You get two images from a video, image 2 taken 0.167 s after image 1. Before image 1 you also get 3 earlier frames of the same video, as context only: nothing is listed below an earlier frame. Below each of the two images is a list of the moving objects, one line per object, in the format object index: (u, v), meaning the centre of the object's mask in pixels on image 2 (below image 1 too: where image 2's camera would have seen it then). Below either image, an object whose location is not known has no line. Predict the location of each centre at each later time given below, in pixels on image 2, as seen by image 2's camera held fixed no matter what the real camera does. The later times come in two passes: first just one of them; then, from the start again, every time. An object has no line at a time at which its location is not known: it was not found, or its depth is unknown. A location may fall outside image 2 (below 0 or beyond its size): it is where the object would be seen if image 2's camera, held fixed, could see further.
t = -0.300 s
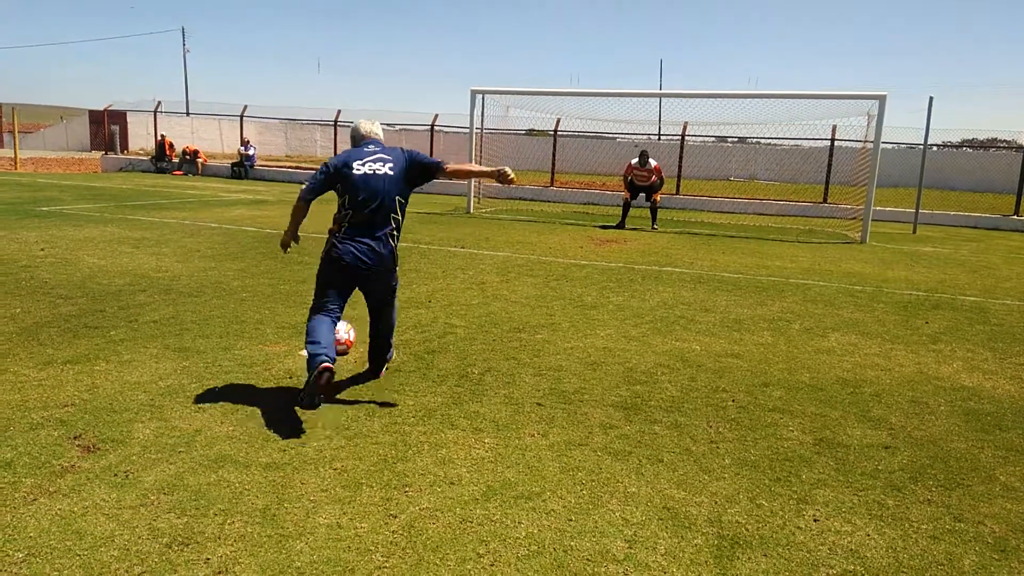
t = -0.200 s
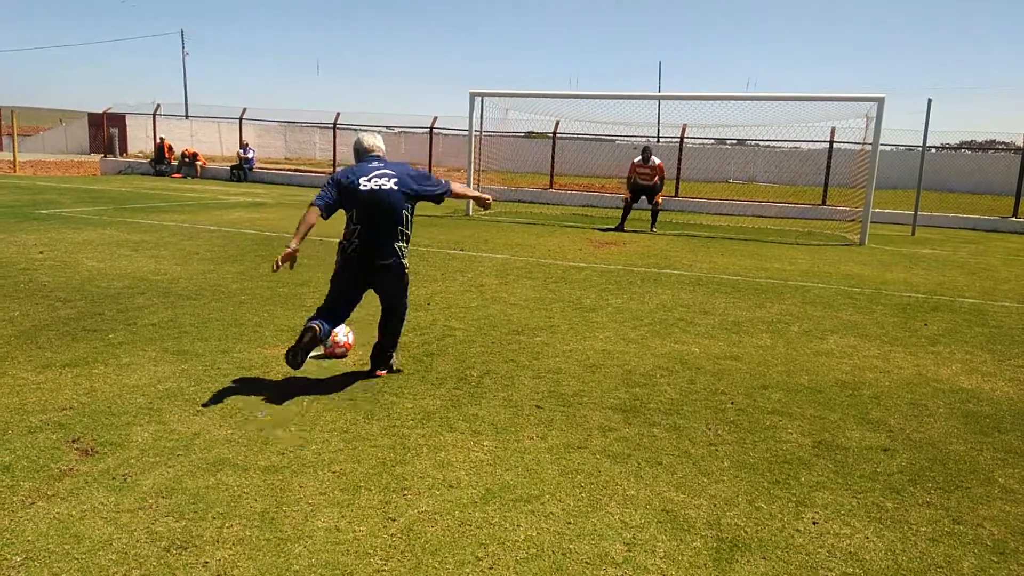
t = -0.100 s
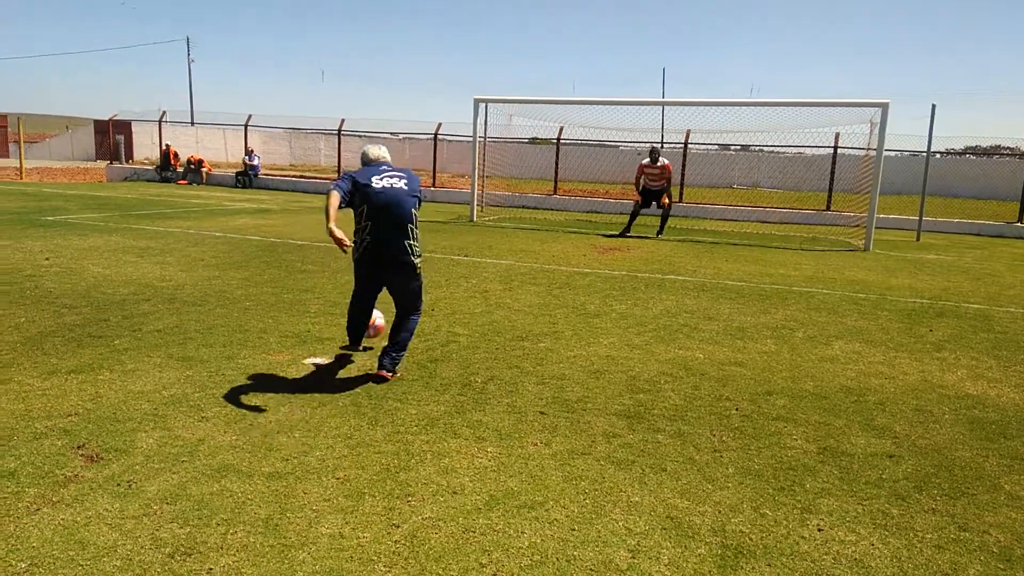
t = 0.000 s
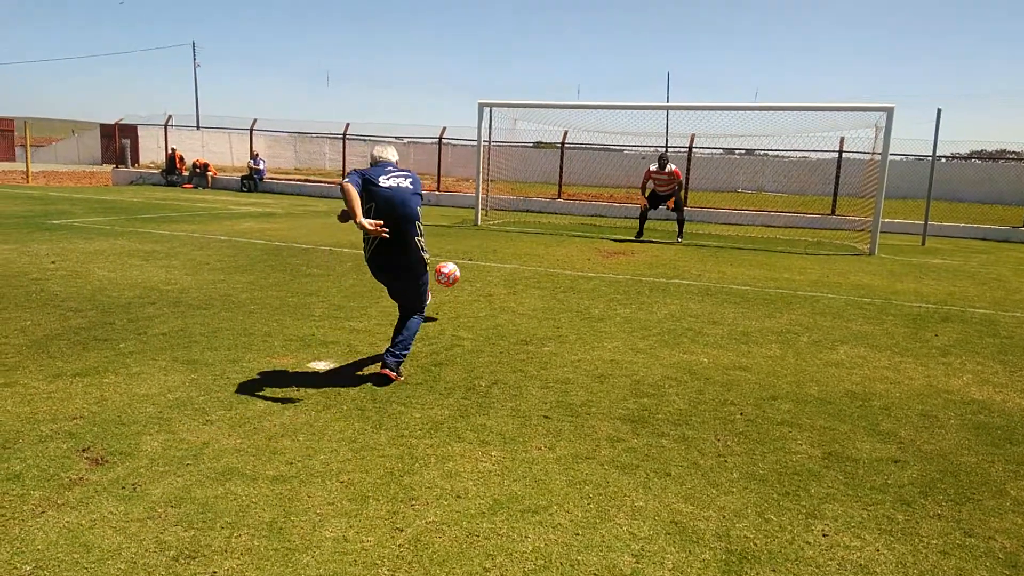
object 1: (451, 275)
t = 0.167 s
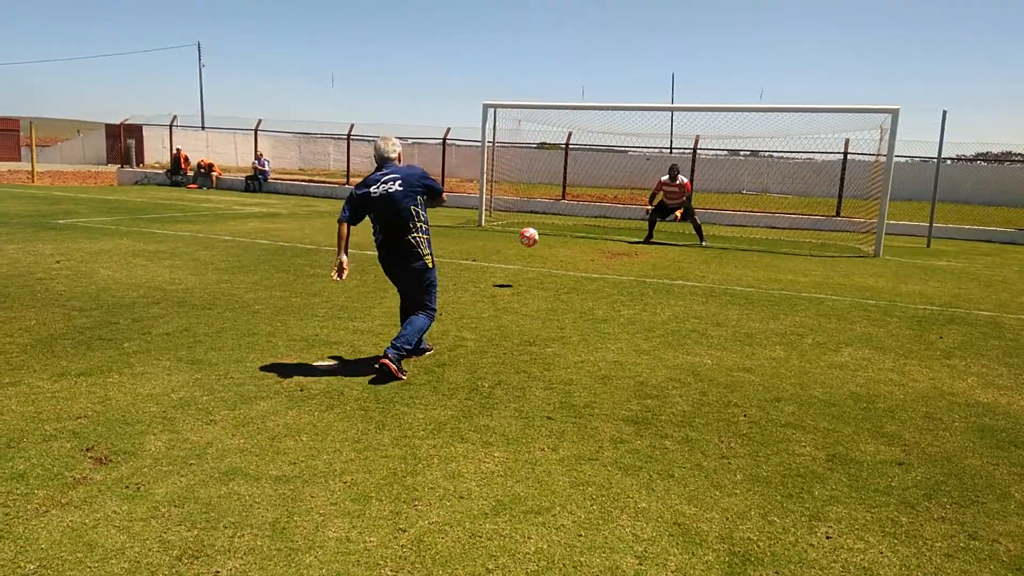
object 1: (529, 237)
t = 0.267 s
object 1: (560, 230)
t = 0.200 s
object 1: (540, 234)
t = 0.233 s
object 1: (551, 231)
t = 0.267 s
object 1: (560, 230)
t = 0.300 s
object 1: (570, 230)
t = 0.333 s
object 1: (578, 231)
